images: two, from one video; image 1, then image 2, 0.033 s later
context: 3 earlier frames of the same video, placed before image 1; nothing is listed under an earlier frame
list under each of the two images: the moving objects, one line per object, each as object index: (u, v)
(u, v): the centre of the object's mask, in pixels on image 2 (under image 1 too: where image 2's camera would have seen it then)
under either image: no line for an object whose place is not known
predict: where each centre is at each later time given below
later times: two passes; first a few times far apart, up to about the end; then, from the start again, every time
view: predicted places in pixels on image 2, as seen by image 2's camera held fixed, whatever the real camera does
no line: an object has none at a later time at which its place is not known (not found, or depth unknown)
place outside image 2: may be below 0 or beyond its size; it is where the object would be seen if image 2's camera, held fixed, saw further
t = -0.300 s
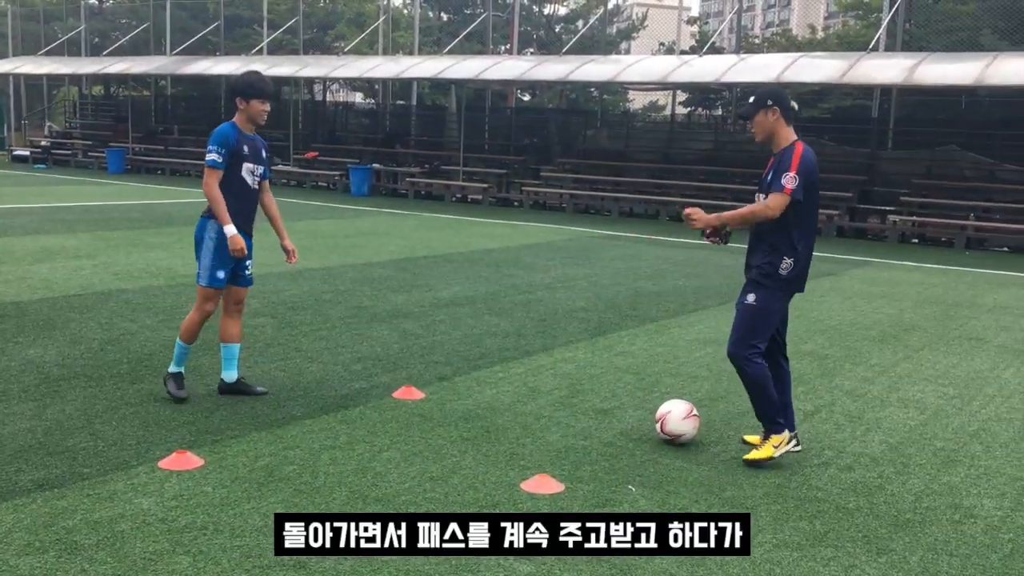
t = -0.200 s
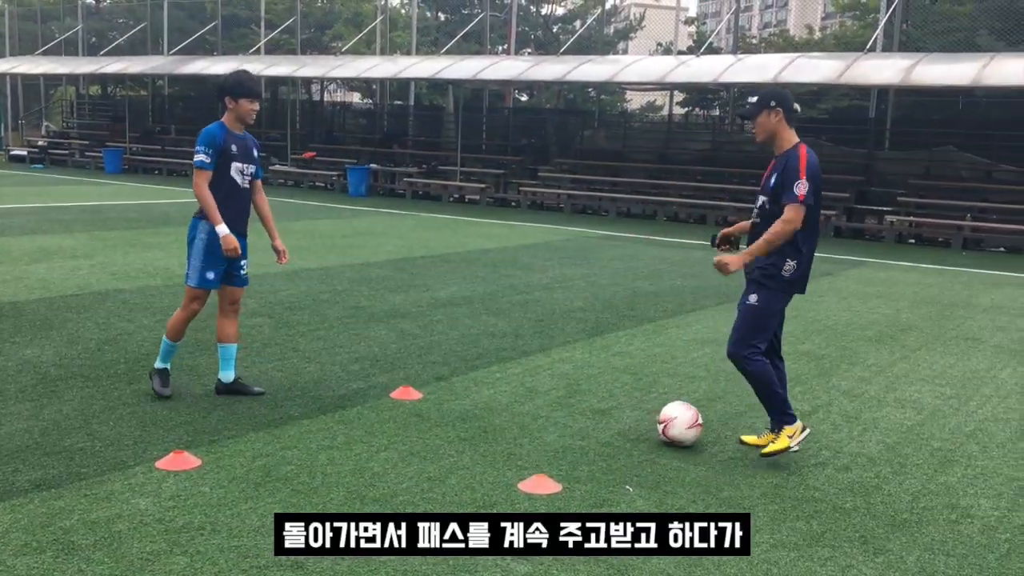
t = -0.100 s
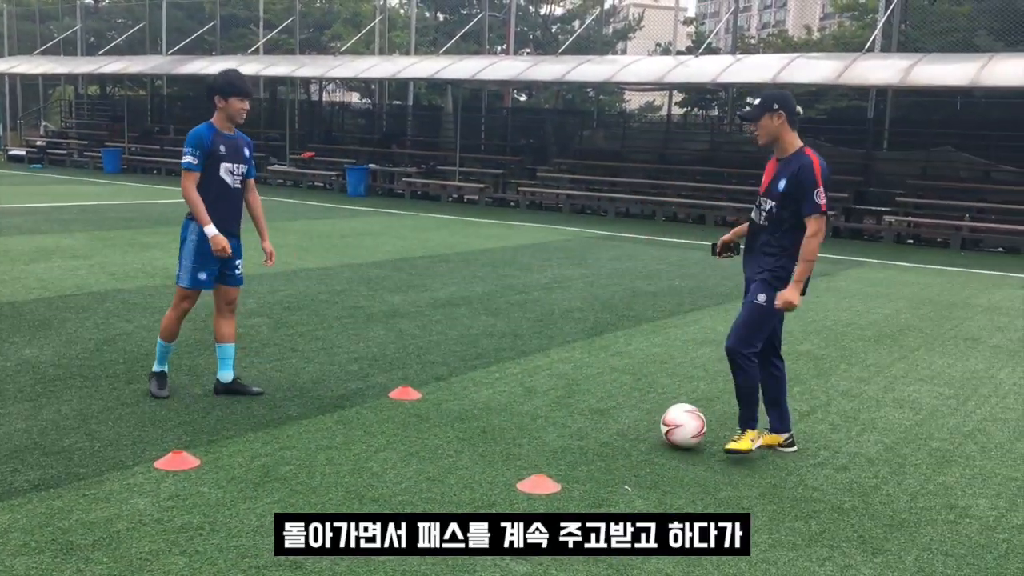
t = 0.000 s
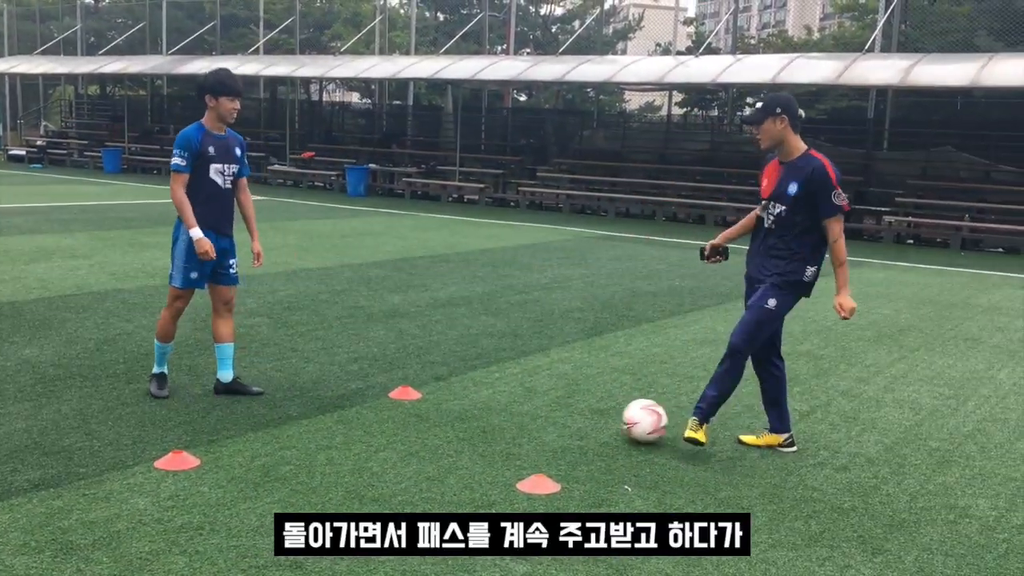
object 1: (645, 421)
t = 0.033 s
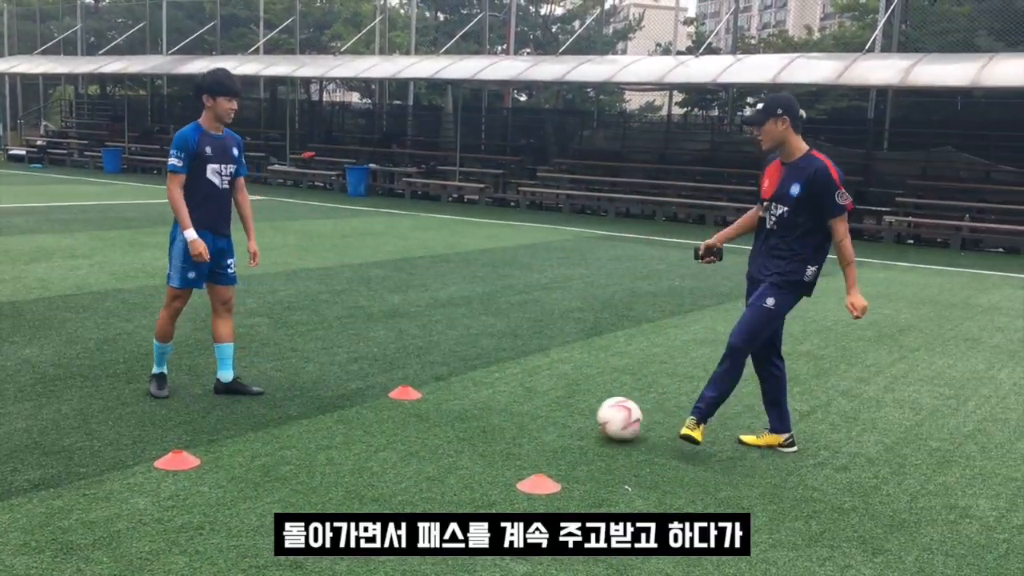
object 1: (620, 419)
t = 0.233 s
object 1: (504, 403)
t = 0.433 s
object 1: (419, 391)
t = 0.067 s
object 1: (597, 415)
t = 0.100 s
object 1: (575, 413)
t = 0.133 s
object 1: (555, 411)
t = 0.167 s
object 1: (537, 407)
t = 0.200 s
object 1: (521, 405)
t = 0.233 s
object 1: (504, 403)
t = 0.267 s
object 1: (489, 402)
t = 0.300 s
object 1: (475, 399)
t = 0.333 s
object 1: (460, 397)
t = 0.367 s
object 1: (446, 394)
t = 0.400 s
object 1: (433, 393)
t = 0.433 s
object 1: (419, 391)
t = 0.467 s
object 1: (406, 389)
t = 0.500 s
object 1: (393, 388)
